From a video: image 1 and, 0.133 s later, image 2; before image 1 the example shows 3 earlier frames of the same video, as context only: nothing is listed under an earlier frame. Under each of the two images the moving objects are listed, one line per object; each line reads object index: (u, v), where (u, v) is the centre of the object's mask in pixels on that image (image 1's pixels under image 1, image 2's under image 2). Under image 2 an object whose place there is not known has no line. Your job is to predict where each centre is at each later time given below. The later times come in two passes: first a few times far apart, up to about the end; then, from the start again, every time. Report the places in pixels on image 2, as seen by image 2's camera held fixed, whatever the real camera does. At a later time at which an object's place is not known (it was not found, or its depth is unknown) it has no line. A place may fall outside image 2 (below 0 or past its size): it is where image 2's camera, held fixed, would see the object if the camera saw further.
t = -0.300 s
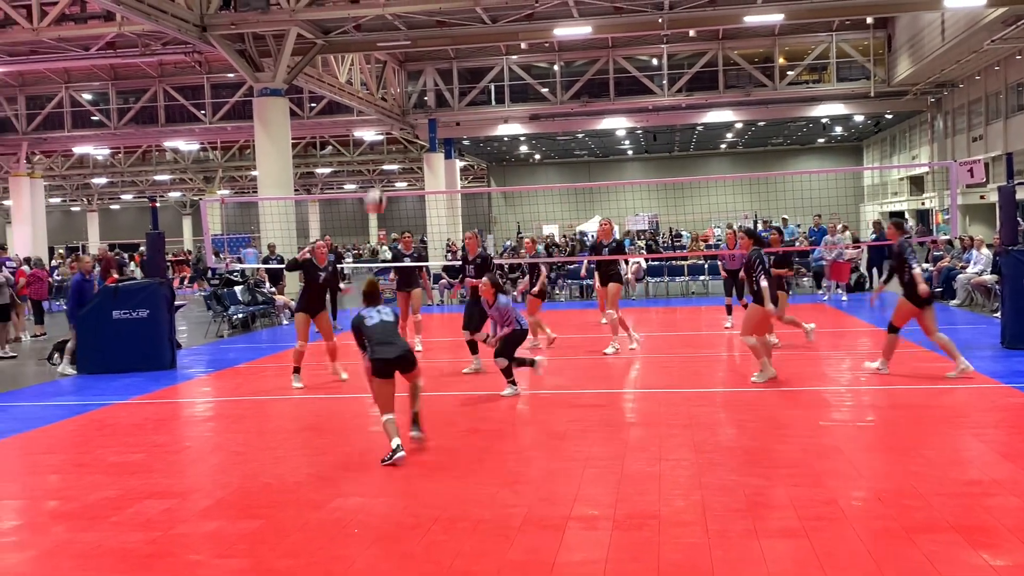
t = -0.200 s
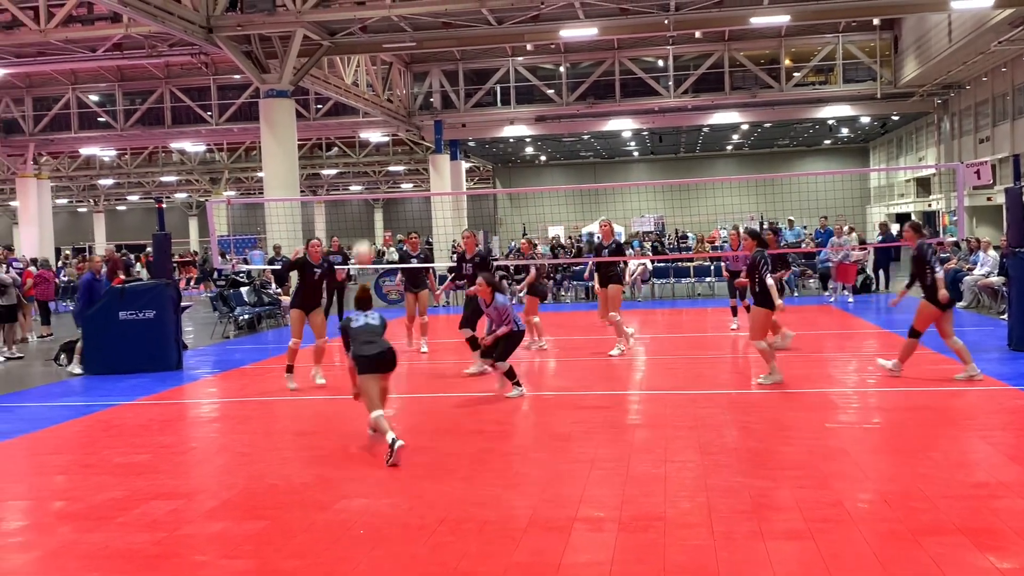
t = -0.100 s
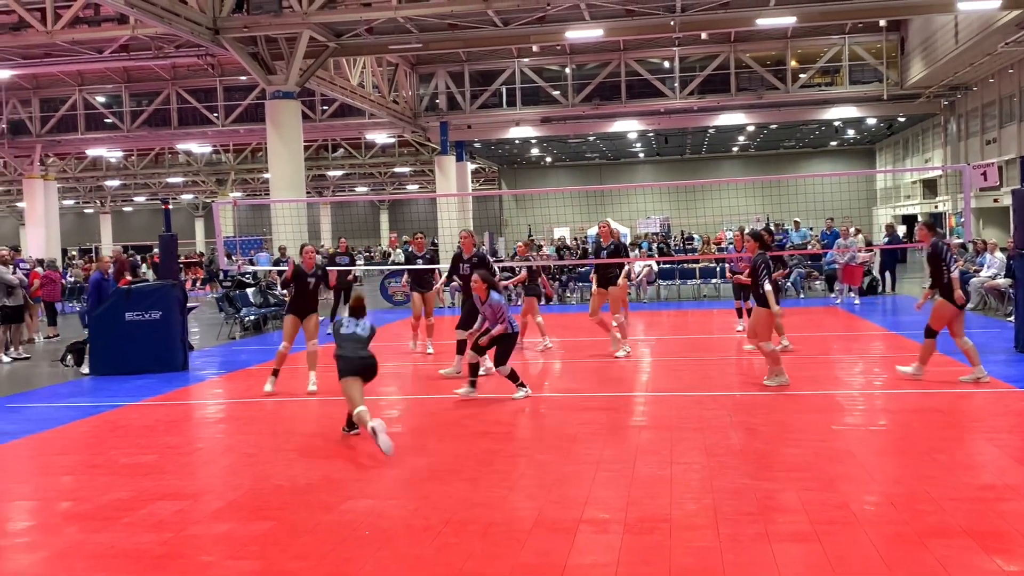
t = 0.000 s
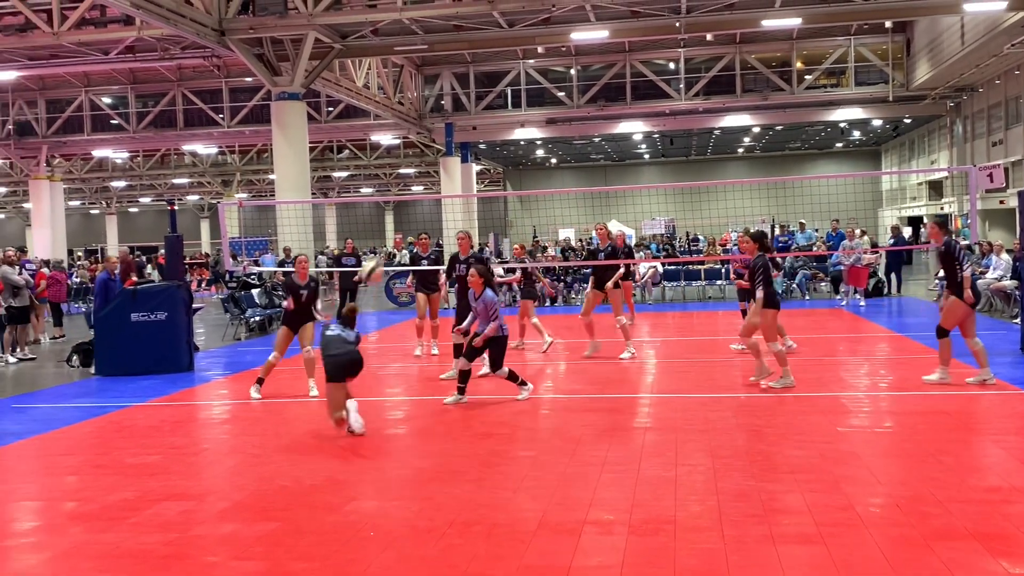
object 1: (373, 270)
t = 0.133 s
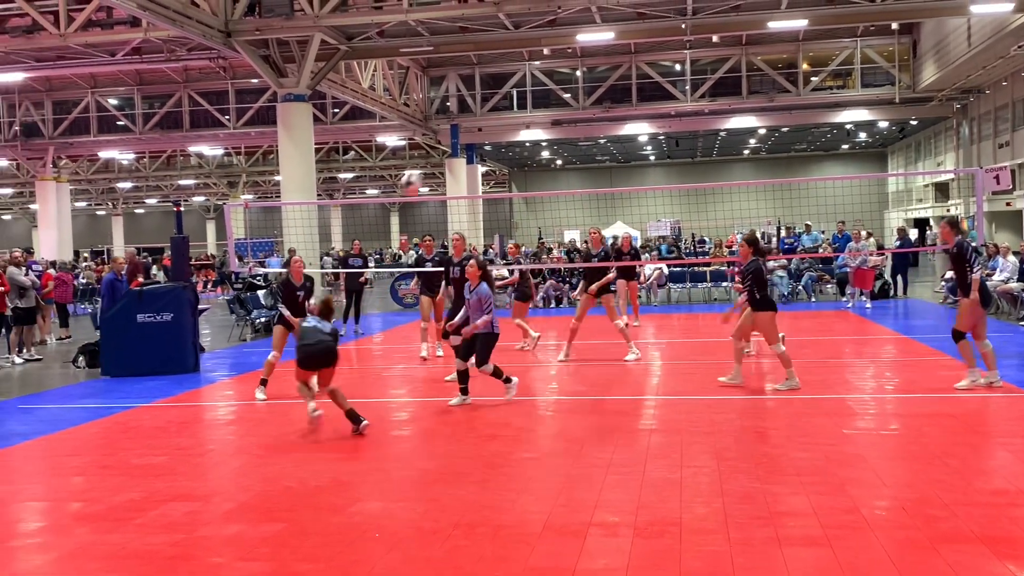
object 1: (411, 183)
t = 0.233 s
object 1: (437, 132)
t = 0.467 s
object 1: (492, 59)
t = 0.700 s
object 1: (543, 44)
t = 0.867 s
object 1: (578, 63)
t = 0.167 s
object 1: (420, 164)
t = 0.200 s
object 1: (427, 148)
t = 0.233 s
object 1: (437, 132)
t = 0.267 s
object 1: (443, 118)
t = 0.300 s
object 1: (452, 106)
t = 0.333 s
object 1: (461, 94)
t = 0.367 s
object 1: (468, 83)
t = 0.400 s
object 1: (476, 74)
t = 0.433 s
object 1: (484, 66)
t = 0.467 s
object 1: (492, 59)
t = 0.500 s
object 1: (499, 54)
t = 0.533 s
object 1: (506, 49)
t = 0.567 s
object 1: (515, 46)
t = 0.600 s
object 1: (522, 43)
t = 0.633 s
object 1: (529, 43)
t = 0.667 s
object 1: (536, 42)
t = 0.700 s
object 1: (543, 44)
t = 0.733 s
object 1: (551, 45)
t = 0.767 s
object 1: (558, 49)
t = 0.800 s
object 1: (566, 53)
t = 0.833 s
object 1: (572, 57)
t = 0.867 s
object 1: (578, 63)
